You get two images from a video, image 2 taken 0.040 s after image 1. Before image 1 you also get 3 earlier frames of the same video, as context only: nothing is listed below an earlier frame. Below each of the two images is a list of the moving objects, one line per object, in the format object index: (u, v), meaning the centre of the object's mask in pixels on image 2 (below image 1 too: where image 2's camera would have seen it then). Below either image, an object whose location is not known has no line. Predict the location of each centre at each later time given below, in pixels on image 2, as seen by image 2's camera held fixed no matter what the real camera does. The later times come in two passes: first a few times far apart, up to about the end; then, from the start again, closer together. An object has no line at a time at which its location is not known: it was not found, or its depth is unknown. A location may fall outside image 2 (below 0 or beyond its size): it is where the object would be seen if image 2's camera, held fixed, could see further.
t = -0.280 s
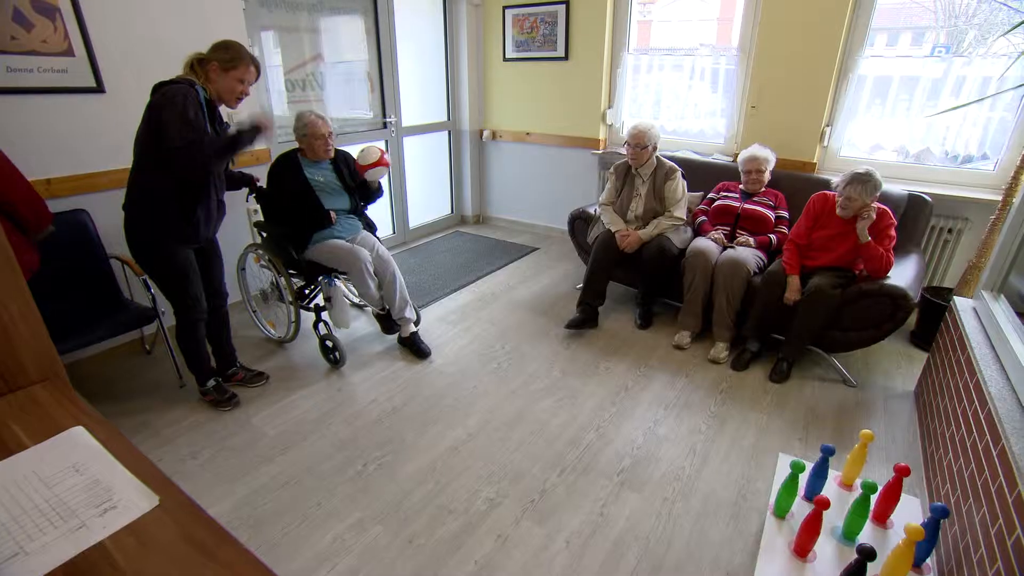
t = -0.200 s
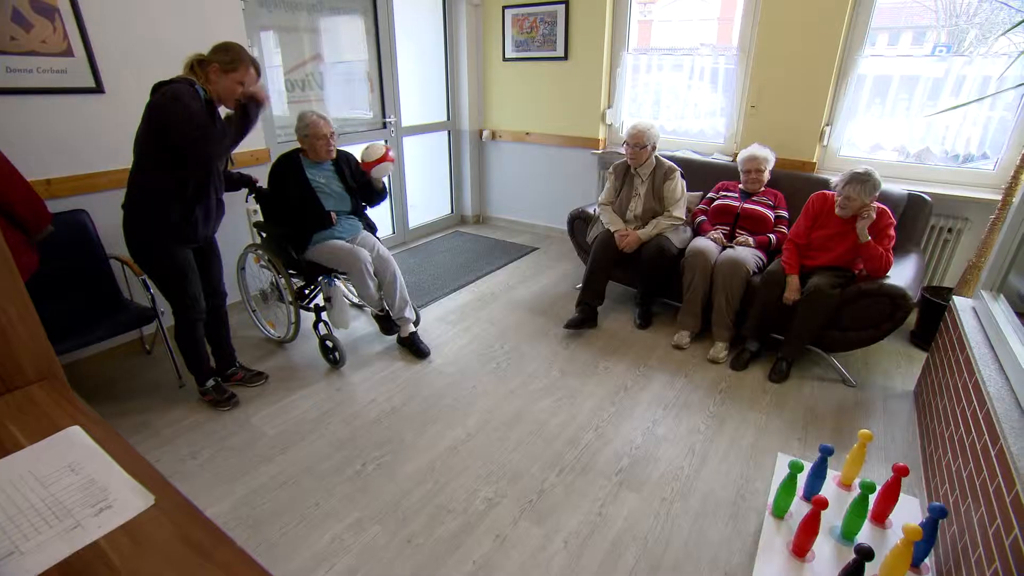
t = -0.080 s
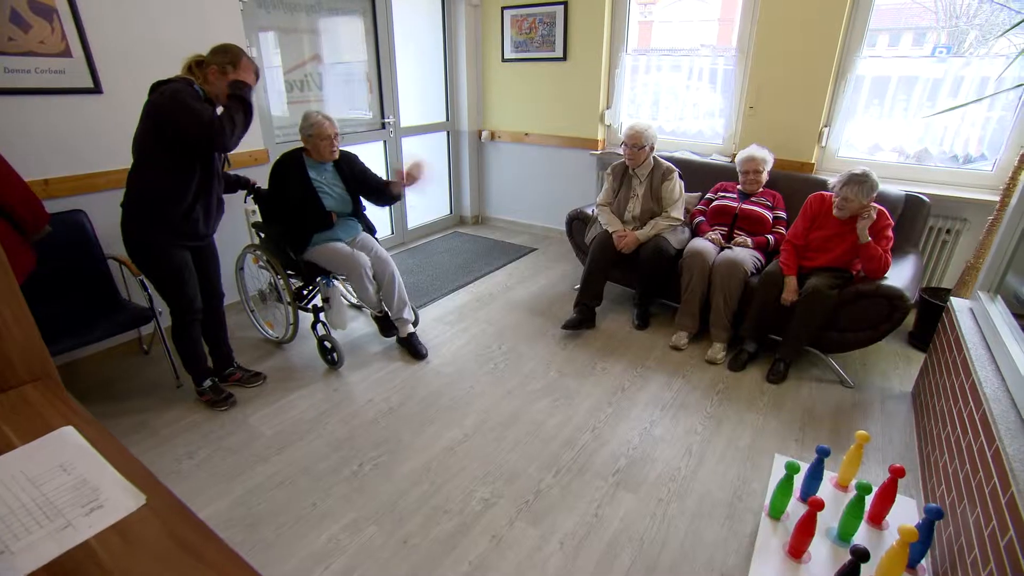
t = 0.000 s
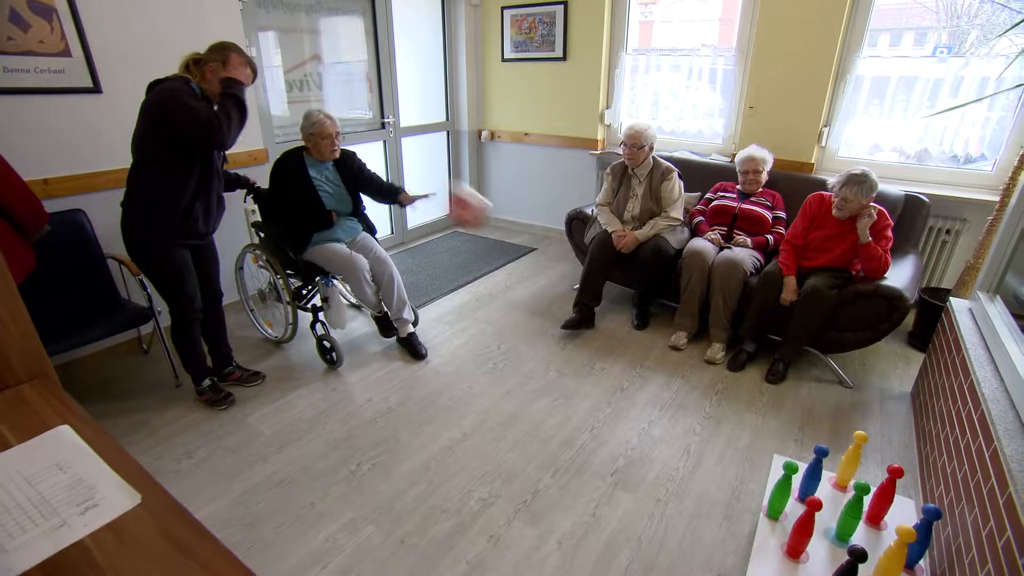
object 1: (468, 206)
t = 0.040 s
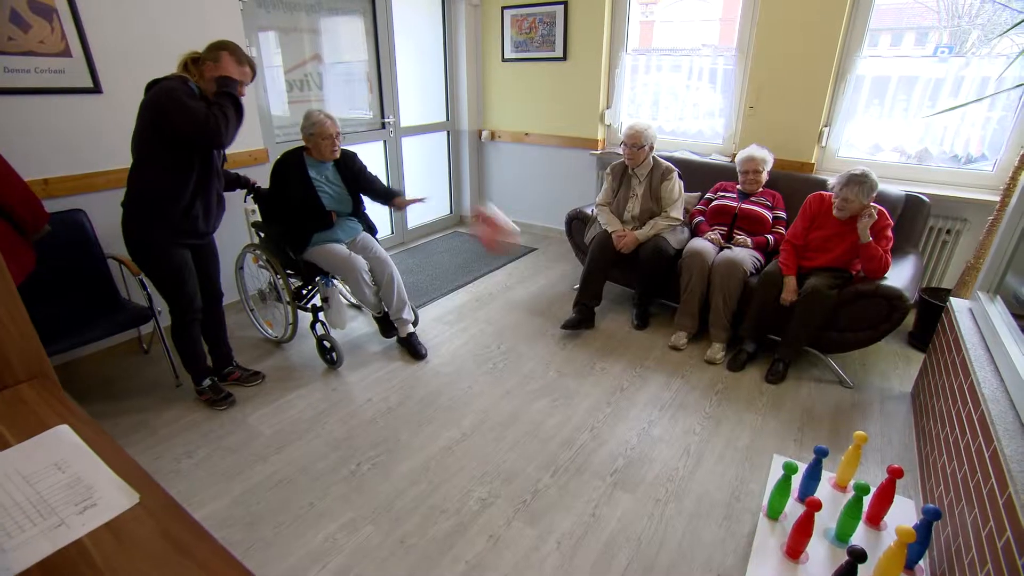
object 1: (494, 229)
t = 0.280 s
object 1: (667, 432)
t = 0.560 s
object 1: (833, 410)
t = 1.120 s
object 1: (786, 431)
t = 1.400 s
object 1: (753, 410)
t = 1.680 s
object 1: (733, 407)
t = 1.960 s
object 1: (721, 403)
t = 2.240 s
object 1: (714, 389)
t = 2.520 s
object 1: (710, 379)
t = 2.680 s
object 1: (709, 375)
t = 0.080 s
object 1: (523, 256)
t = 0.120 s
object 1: (551, 290)
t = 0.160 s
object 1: (581, 323)
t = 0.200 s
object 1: (612, 360)
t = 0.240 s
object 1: (639, 413)
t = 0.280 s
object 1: (667, 432)
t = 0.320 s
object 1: (688, 421)
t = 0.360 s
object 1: (712, 411)
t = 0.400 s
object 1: (737, 403)
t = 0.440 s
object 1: (760, 400)
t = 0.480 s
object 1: (786, 399)
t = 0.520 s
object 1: (809, 404)
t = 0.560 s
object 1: (833, 410)
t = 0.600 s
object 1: (856, 421)
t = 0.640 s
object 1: (878, 435)
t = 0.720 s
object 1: (931, 444)
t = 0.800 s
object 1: (922, 417)
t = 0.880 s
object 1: (892, 402)
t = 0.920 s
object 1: (876, 395)
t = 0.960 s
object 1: (858, 404)
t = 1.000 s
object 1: (842, 410)
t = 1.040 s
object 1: (824, 417)
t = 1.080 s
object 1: (806, 425)
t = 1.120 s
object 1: (786, 431)
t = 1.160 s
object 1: (769, 440)
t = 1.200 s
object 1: (759, 444)
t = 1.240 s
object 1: (758, 430)
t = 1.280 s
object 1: (757, 418)
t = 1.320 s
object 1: (756, 412)
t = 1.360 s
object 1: (753, 407)
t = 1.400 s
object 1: (753, 410)
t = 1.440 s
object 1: (749, 412)
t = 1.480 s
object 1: (745, 417)
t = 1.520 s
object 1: (741, 425)
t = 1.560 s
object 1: (738, 424)
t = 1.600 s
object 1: (738, 415)
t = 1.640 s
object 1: (736, 410)
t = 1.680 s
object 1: (733, 407)
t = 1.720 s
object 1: (731, 407)
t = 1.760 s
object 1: (728, 410)
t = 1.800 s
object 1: (725, 411)
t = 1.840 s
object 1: (725, 404)
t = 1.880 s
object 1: (725, 401)
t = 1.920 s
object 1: (723, 401)
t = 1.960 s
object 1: (721, 403)
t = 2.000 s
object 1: (721, 399)
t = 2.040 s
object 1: (720, 396)
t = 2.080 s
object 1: (718, 396)
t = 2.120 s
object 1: (717, 394)
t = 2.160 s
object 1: (716, 392)
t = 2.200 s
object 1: (714, 391)
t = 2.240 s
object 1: (714, 389)
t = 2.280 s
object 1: (713, 388)
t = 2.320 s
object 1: (712, 386)
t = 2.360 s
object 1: (712, 384)
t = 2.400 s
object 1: (711, 382)
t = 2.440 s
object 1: (711, 380)
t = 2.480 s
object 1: (710, 379)
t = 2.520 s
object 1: (710, 379)
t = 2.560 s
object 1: (710, 377)
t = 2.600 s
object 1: (709, 376)
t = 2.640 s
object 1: (709, 375)
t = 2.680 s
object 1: (709, 375)
